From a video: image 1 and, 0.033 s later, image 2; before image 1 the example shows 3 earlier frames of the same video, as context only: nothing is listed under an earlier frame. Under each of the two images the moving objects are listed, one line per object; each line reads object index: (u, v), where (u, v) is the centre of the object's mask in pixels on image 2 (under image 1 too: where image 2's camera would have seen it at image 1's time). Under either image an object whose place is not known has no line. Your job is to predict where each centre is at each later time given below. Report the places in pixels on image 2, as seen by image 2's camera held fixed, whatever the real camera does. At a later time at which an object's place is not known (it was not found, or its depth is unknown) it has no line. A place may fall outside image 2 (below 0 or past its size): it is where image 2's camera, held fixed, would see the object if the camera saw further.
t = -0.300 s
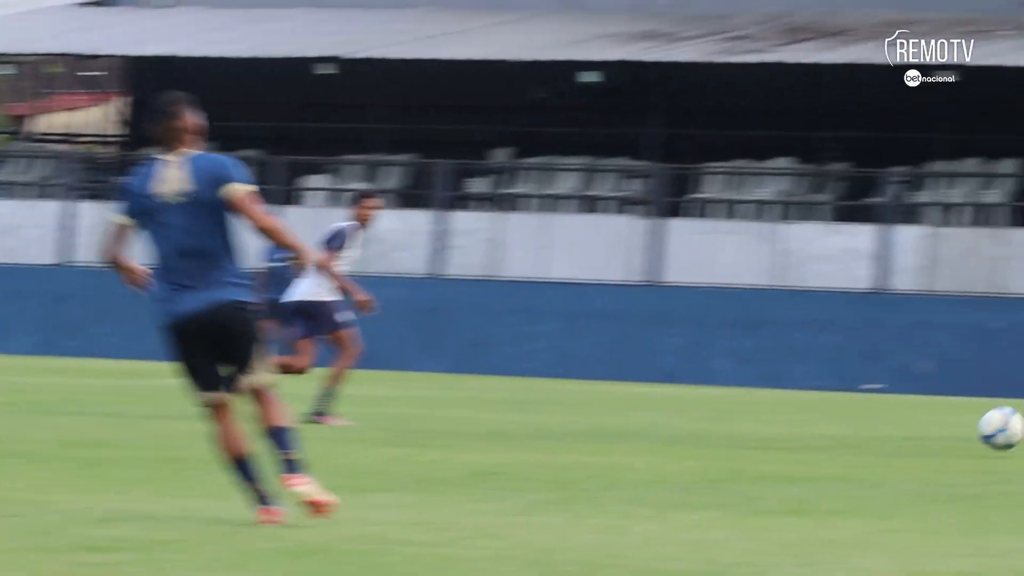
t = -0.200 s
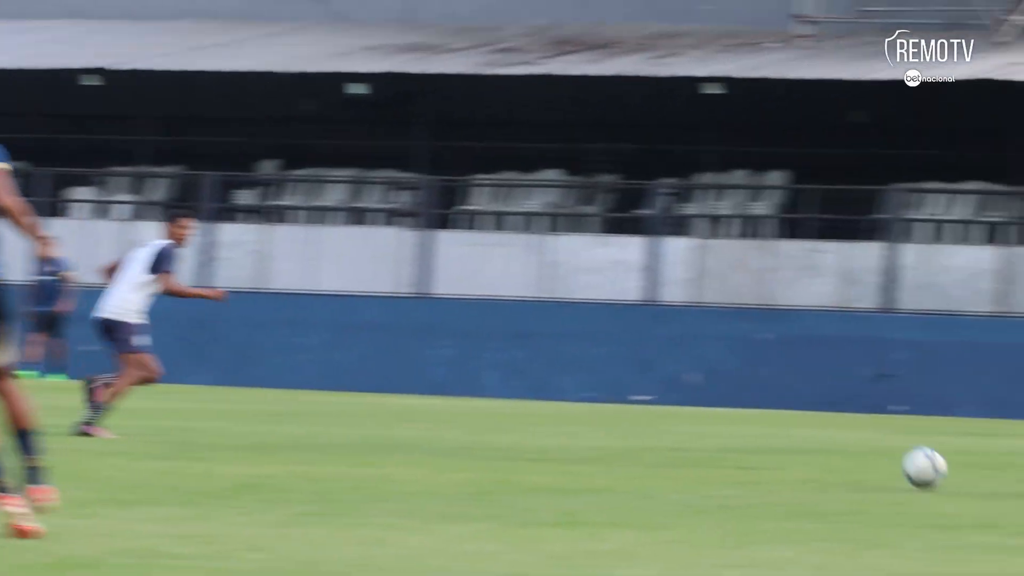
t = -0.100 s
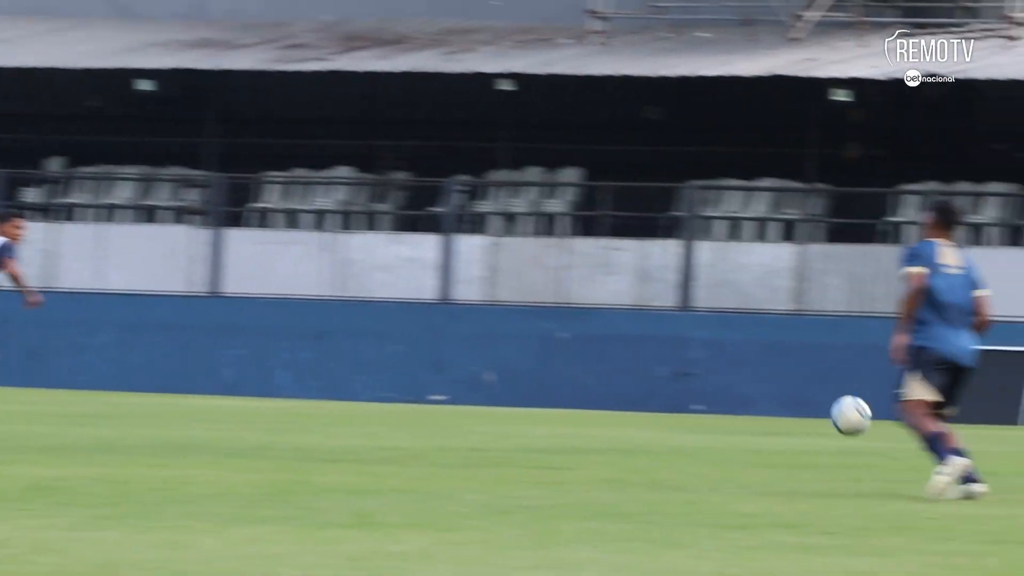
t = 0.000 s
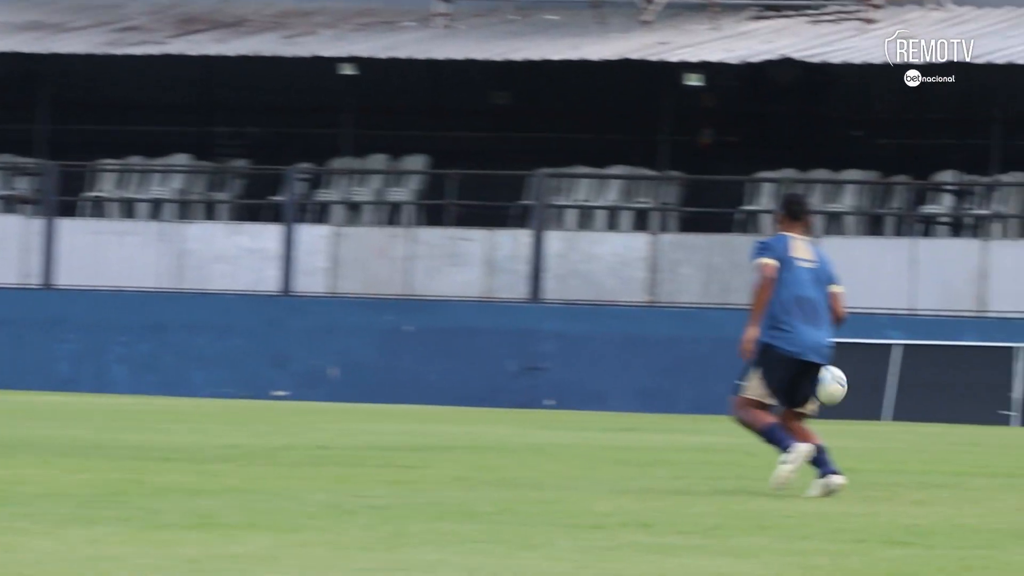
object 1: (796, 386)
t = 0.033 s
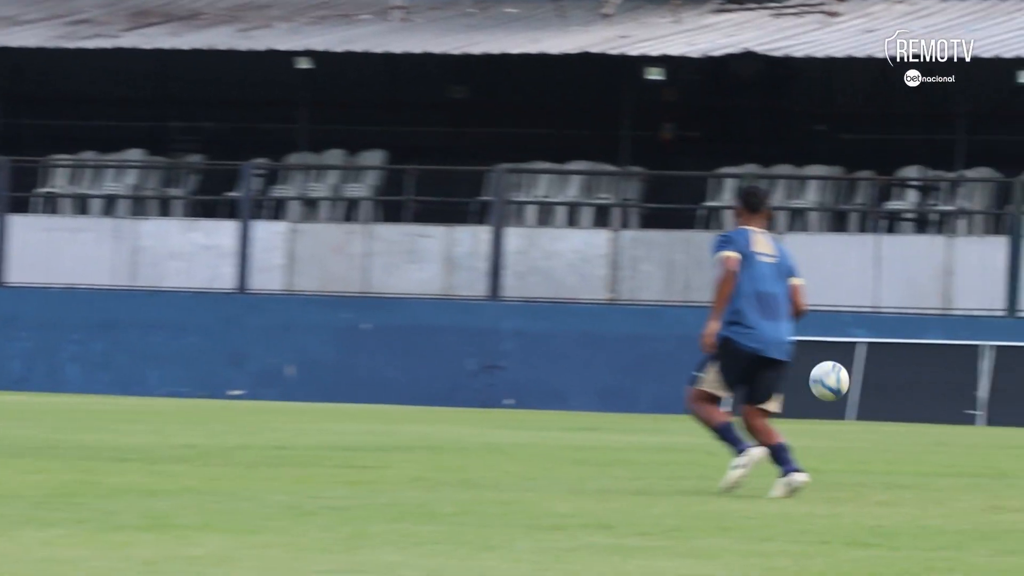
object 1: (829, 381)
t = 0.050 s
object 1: (847, 380)
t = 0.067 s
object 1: (866, 381)
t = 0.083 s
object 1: (886, 381)
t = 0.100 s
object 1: (906, 383)
